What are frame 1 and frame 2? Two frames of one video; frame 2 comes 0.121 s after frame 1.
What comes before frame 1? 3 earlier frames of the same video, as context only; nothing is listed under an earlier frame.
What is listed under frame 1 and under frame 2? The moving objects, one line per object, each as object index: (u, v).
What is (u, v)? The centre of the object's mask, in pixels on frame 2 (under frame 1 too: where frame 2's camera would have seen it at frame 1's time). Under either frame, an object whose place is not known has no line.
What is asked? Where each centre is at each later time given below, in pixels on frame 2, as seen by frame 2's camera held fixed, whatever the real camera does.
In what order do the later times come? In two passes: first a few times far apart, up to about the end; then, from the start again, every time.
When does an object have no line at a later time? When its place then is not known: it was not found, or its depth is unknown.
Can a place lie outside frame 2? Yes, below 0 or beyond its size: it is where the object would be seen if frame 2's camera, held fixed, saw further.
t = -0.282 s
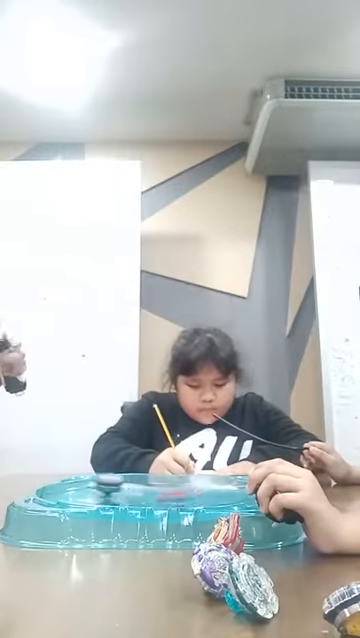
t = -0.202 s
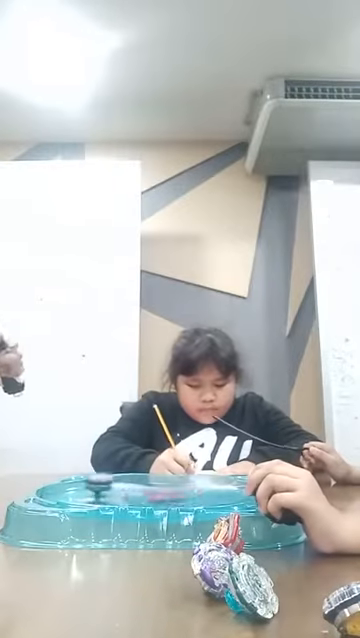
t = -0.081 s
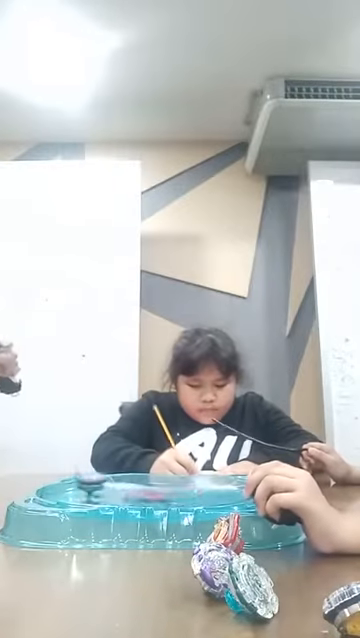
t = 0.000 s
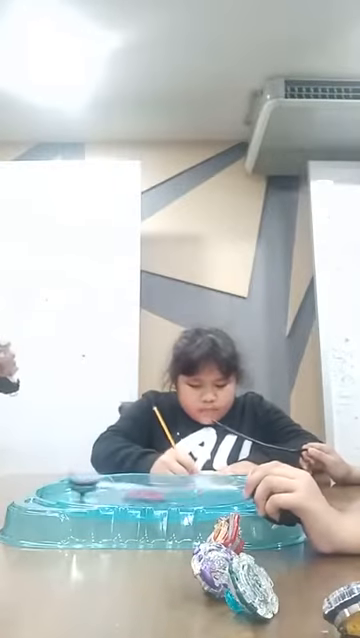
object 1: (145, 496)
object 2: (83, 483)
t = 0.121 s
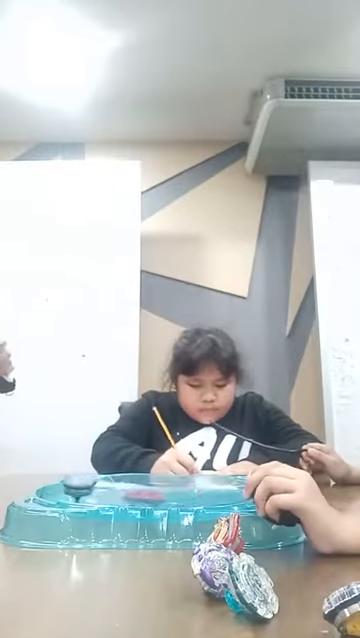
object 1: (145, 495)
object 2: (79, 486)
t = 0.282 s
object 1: (145, 495)
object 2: (94, 493)
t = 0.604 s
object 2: (94, 484)
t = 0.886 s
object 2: (97, 482)
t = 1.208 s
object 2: (131, 491)
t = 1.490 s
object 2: (175, 498)
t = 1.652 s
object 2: (210, 497)
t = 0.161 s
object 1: (145, 495)
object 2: (80, 488)
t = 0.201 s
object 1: (144, 496)
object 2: (83, 490)
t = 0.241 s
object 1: (145, 495)
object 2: (88, 491)
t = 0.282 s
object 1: (145, 495)
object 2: (94, 493)
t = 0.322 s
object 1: (140, 494)
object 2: (100, 493)
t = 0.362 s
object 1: (137, 495)
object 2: (104, 494)
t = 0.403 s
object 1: (175, 496)
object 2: (100, 492)
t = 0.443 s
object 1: (205, 495)
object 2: (96, 490)
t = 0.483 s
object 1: (228, 492)
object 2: (96, 489)
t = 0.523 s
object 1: (238, 489)
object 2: (95, 487)
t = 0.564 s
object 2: (94, 486)
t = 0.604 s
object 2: (94, 484)
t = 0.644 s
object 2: (93, 483)
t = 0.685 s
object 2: (94, 483)
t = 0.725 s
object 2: (94, 482)
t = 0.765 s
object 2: (95, 482)
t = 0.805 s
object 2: (95, 482)
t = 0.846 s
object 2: (95, 482)
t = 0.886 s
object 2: (97, 482)
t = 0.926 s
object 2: (100, 483)
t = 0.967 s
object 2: (103, 484)
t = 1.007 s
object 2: (106, 485)
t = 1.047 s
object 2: (109, 486)
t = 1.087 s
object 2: (114, 487)
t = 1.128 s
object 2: (119, 488)
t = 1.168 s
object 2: (126, 489)
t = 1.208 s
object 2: (131, 491)
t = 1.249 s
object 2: (132, 493)
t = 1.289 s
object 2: (134, 494)
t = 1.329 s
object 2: (136, 495)
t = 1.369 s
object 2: (145, 496)
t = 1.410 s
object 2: (153, 496)
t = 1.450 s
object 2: (165, 497)
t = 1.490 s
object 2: (175, 498)
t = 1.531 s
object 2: (184, 498)
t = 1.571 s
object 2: (194, 499)
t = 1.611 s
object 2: (201, 498)
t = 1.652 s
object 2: (210, 497)
